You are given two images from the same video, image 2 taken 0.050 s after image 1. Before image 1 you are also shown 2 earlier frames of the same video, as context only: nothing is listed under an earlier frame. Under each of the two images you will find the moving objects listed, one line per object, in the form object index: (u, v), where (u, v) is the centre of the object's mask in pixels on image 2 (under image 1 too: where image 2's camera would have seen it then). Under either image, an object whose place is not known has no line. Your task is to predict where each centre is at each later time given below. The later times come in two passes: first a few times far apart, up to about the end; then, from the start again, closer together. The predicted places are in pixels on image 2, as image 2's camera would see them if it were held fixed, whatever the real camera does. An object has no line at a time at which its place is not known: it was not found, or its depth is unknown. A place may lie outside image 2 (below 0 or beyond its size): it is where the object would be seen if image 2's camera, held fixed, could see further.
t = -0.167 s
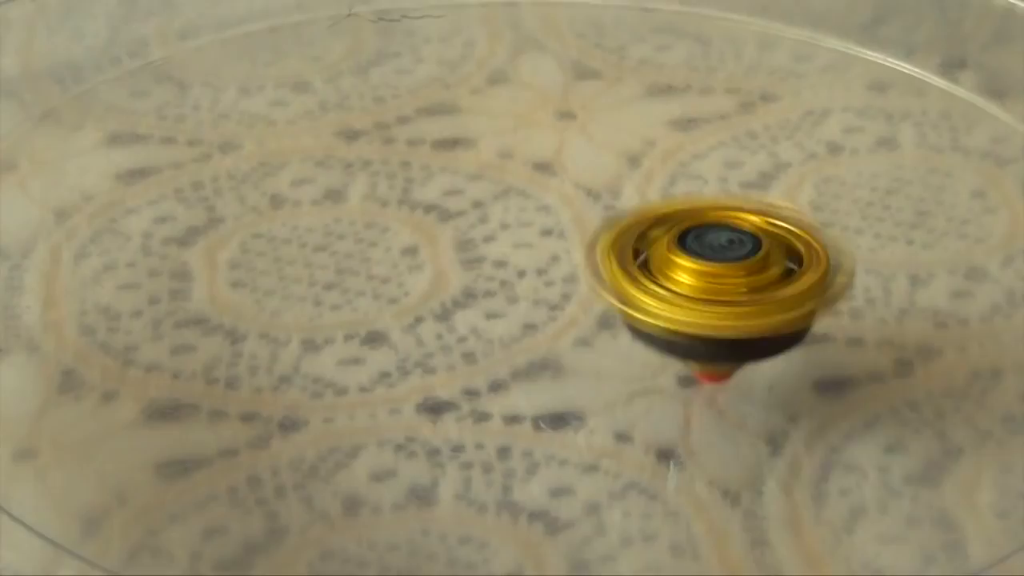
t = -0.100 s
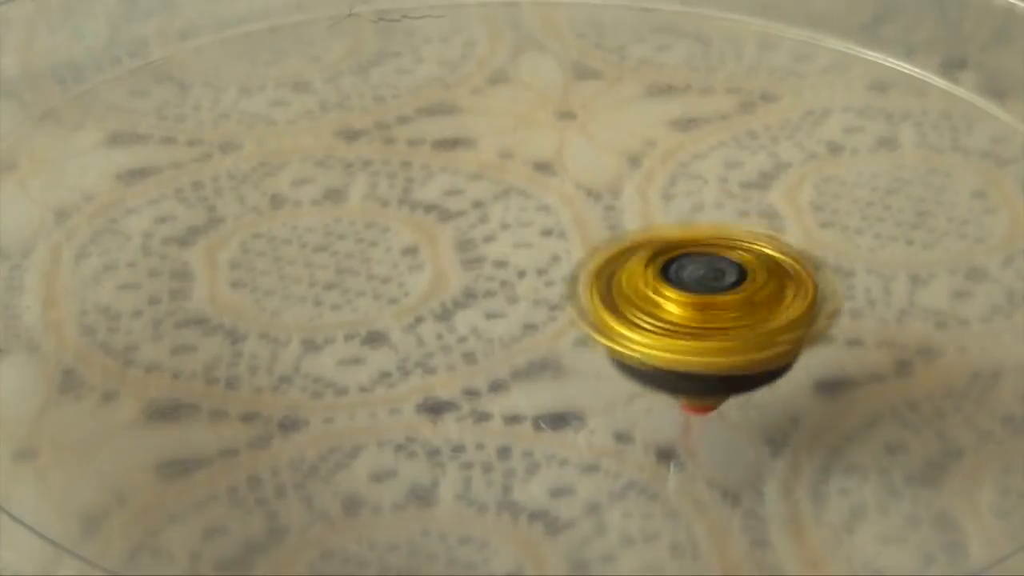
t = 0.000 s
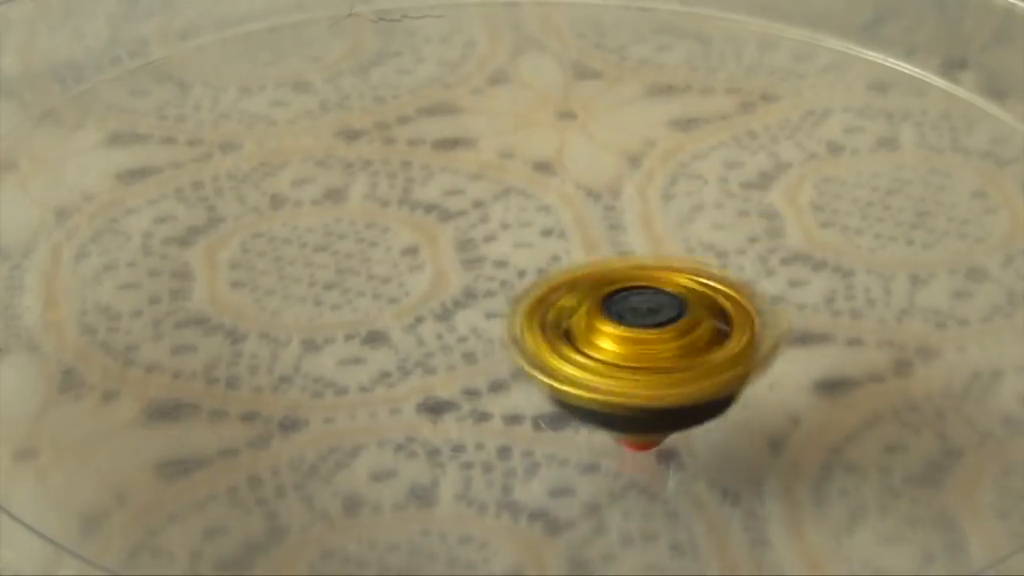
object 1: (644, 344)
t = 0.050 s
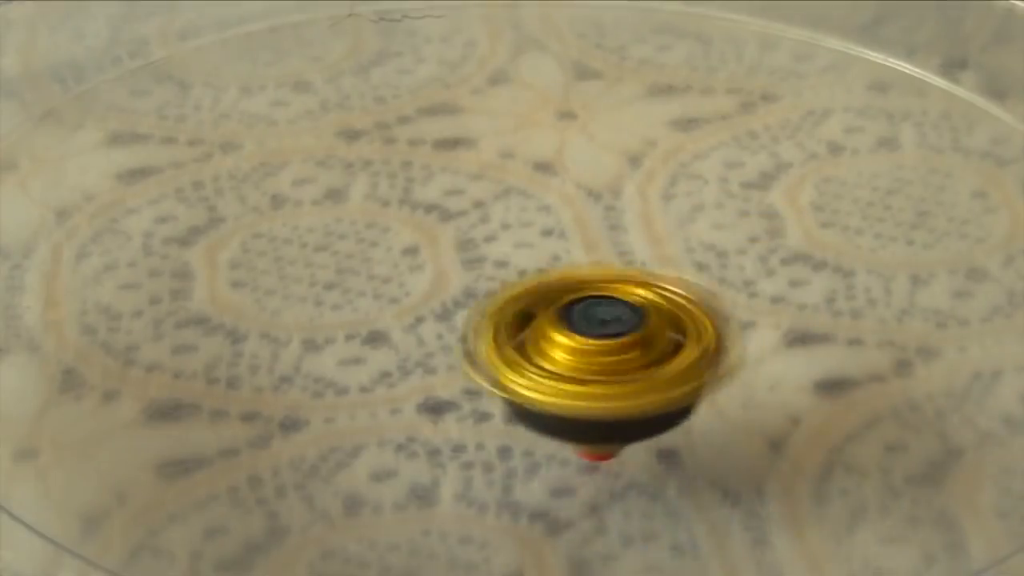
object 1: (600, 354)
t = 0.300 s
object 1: (394, 311)
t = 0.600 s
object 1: (431, 192)
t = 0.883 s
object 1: (641, 187)
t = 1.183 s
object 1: (689, 302)
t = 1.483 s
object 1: (461, 338)
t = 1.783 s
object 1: (402, 230)
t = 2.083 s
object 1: (597, 187)
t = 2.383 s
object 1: (683, 272)
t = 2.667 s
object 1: (494, 322)
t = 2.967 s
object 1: (397, 241)
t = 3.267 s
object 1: (577, 208)
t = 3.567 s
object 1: (678, 275)
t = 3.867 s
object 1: (504, 310)
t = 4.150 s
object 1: (420, 232)
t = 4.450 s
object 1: (561, 202)
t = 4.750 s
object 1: (653, 274)
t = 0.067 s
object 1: (587, 356)
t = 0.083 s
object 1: (571, 357)
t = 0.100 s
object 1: (556, 356)
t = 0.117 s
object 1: (536, 356)
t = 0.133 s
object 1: (522, 355)
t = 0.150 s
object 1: (505, 354)
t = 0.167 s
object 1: (490, 352)
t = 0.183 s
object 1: (476, 348)
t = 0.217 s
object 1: (447, 340)
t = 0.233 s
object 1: (434, 336)
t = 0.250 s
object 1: (421, 330)
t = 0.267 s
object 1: (411, 325)
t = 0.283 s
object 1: (402, 317)
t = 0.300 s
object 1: (394, 311)
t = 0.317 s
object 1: (389, 304)
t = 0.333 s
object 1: (378, 298)
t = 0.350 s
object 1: (377, 290)
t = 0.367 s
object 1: (373, 283)
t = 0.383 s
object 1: (370, 276)
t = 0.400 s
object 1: (368, 268)
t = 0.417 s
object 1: (366, 261)
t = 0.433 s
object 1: (366, 254)
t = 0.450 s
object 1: (370, 247)
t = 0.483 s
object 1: (378, 233)
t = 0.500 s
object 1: (383, 225)
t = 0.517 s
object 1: (389, 219)
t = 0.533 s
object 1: (398, 213)
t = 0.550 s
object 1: (404, 207)
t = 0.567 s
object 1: (410, 201)
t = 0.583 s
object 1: (419, 196)
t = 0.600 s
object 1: (431, 192)
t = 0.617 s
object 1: (441, 187)
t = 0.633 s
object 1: (452, 182)
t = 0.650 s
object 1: (464, 179)
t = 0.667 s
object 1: (476, 176)
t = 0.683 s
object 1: (485, 174)
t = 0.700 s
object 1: (501, 172)
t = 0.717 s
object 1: (515, 170)
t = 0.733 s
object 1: (528, 169)
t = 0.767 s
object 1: (555, 169)
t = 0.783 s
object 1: (567, 170)
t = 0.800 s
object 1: (581, 172)
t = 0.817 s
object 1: (597, 174)
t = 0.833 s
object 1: (609, 176)
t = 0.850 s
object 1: (620, 179)
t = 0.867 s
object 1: (630, 183)
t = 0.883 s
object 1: (641, 187)
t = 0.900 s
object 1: (653, 191)
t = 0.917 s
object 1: (664, 197)
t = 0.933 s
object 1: (675, 202)
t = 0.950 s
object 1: (681, 207)
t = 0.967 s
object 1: (685, 213)
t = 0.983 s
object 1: (692, 220)
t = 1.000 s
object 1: (700, 226)
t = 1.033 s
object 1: (707, 240)
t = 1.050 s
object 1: (711, 247)
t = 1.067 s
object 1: (712, 254)
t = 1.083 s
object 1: (710, 261)
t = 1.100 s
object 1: (710, 269)
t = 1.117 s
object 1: (709, 276)
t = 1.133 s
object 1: (705, 282)
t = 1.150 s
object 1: (700, 289)
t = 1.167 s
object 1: (696, 296)
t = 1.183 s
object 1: (689, 302)
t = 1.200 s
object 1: (679, 309)
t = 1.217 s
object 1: (673, 315)
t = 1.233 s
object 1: (663, 320)
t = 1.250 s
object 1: (654, 325)
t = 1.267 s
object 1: (641, 331)
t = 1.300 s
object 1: (617, 338)
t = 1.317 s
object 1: (601, 342)
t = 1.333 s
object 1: (589, 346)
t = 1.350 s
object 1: (576, 347)
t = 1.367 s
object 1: (563, 347)
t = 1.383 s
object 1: (545, 348)
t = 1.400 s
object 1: (532, 348)
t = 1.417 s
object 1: (516, 347)
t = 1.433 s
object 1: (501, 346)
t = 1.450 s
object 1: (488, 345)
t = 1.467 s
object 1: (473, 342)
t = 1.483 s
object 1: (461, 338)
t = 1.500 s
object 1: (445, 335)
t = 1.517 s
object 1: (435, 330)
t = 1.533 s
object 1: (426, 325)
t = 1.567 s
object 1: (402, 315)
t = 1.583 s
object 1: (399, 308)
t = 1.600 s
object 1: (393, 302)
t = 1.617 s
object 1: (382, 297)
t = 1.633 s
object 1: (383, 289)
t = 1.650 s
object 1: (381, 282)
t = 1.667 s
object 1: (379, 275)
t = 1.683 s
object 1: (376, 269)
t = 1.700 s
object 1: (379, 262)
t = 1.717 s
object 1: (382, 255)
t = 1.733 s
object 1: (384, 249)
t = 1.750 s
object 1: (388, 243)
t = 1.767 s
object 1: (395, 237)
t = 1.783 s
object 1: (402, 230)
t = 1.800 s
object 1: (407, 225)
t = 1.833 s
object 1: (423, 214)
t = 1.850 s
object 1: (432, 210)
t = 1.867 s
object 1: (439, 206)
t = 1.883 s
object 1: (451, 202)
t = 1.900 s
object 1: (461, 198)
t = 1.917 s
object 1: (473, 195)
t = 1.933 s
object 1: (483, 192)
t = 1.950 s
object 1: (496, 190)
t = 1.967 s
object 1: (509, 187)
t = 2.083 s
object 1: (597, 187)
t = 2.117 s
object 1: (617, 191)
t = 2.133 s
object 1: (628, 193)
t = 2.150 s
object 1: (638, 196)
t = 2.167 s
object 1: (647, 200)
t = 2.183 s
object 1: (655, 204)
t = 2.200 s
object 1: (667, 208)
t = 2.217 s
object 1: (673, 214)
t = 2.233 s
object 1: (675, 219)
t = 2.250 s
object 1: (684, 224)
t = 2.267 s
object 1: (687, 231)
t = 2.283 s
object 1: (689, 236)
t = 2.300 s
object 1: (690, 242)
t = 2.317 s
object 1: (694, 248)
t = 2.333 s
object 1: (692, 254)
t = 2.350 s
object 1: (688, 260)
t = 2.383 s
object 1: (683, 272)
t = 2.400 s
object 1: (675, 279)
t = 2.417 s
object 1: (667, 285)
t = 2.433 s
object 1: (661, 291)
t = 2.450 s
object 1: (654, 296)
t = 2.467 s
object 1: (645, 300)
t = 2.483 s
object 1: (633, 306)
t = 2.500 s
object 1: (624, 310)
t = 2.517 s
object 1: (614, 312)
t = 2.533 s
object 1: (601, 315)
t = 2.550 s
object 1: (588, 319)
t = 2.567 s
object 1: (576, 322)
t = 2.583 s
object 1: (563, 323)
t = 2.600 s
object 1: (549, 323)
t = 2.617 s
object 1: (535, 323)
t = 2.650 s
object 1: (508, 322)
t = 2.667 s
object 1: (494, 322)
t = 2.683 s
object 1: (481, 321)
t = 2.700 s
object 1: (471, 319)
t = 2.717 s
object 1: (457, 314)
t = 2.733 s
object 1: (442, 312)
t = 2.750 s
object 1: (433, 309)
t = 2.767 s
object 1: (421, 305)
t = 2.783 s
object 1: (414, 299)
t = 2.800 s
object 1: (404, 295)
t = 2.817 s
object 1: (403, 288)
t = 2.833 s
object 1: (399, 283)
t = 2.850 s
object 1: (395, 278)
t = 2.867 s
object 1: (390, 273)
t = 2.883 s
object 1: (390, 267)
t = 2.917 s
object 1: (390, 257)
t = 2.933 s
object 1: (388, 252)
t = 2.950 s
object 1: (393, 246)
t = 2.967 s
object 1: (397, 241)
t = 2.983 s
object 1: (402, 236)
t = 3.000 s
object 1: (406, 232)
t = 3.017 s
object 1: (415, 227)
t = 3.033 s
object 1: (423, 223)
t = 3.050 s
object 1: (431, 220)
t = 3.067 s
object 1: (440, 216)
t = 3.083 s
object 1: (453, 214)
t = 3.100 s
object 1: (464, 212)
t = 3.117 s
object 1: (473, 210)
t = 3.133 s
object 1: (482, 208)
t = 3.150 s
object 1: (494, 207)
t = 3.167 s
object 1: (506, 205)
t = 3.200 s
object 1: (528, 205)
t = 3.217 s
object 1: (542, 205)
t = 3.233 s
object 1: (554, 205)
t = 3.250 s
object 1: (566, 206)
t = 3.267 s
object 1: (577, 208)
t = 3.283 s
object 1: (591, 209)
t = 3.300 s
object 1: (601, 210)
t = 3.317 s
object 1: (611, 212)
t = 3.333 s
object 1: (620, 216)
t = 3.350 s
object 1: (633, 218)
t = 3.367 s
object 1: (641, 223)
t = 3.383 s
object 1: (648, 226)
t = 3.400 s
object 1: (654, 230)
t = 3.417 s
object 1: (663, 232)
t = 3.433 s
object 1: (668, 238)
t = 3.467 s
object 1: (675, 247)
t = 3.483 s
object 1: (682, 251)
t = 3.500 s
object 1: (682, 257)
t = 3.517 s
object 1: (682, 261)
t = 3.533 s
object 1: (680, 266)
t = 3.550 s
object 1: (682, 270)
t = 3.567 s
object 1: (678, 275)
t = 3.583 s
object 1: (674, 280)
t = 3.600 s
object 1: (669, 286)
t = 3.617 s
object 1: (666, 290)
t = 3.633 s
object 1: (659, 294)
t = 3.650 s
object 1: (651, 298)
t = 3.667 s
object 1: (643, 303)
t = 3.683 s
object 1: (636, 305)
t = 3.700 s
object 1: (625, 308)
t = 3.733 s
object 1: (604, 314)
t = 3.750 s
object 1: (594, 316)
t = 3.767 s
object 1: (580, 317)
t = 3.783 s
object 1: (566, 316)
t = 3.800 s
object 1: (555, 317)
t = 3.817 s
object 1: (543, 316)
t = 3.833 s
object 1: (530, 313)
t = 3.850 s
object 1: (518, 312)
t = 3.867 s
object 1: (504, 310)
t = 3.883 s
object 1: (494, 307)
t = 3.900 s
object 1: (483, 306)
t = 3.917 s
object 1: (470, 301)
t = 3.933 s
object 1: (461, 298)
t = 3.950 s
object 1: (454, 293)
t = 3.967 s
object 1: (444, 289)
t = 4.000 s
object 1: (430, 279)
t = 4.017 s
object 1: (424, 273)
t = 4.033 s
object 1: (422, 267)
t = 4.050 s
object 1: (421, 262)
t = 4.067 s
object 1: (417, 258)
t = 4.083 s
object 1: (417, 252)
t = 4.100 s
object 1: (419, 245)
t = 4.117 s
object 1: (419, 241)
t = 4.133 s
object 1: (419, 236)
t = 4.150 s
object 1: (420, 232)
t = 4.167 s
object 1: (425, 227)
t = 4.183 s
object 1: (428, 223)
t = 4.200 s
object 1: (434, 219)
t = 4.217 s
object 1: (437, 216)
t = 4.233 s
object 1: (445, 212)
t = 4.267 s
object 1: (460, 206)
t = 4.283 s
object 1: (466, 204)
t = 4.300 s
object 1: (475, 202)
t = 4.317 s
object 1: (487, 199)
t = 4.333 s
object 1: (495, 199)
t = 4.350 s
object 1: (503, 198)
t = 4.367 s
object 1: (512, 198)
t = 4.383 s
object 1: (522, 198)
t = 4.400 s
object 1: (533, 199)
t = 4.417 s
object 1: (543, 199)
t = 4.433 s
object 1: (550, 201)
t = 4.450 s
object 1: (561, 202)
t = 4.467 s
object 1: (572, 204)
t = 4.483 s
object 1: (580, 206)
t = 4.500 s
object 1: (587, 208)
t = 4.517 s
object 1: (594, 210)
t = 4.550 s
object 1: (613, 216)
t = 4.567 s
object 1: (620, 220)
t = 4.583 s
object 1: (627, 224)
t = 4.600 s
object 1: (637, 229)
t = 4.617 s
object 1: (642, 233)
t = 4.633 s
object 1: (647, 237)
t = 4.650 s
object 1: (651, 242)
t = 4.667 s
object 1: (655, 248)
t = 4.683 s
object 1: (656, 253)
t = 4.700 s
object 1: (652, 260)
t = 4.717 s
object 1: (653, 264)
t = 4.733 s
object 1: (652, 270)
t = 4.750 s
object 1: (653, 274)
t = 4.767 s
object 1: (649, 280)
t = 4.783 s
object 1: (645, 284)
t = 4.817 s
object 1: (643, 292)
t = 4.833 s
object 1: (636, 297)
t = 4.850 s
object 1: (629, 300)
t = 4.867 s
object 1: (622, 305)
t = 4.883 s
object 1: (618, 307)
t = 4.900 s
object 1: (607, 311)
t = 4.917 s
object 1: (597, 312)
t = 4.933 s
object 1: (587, 317)
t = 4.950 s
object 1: (576, 319)
